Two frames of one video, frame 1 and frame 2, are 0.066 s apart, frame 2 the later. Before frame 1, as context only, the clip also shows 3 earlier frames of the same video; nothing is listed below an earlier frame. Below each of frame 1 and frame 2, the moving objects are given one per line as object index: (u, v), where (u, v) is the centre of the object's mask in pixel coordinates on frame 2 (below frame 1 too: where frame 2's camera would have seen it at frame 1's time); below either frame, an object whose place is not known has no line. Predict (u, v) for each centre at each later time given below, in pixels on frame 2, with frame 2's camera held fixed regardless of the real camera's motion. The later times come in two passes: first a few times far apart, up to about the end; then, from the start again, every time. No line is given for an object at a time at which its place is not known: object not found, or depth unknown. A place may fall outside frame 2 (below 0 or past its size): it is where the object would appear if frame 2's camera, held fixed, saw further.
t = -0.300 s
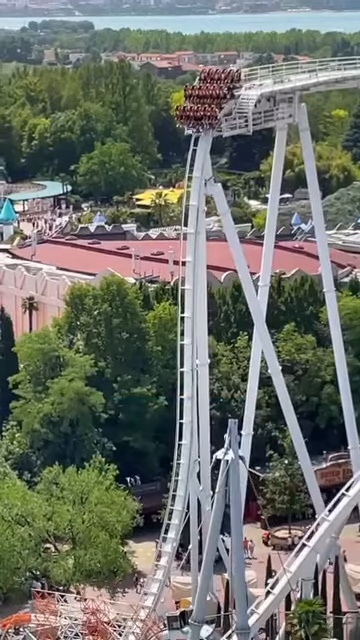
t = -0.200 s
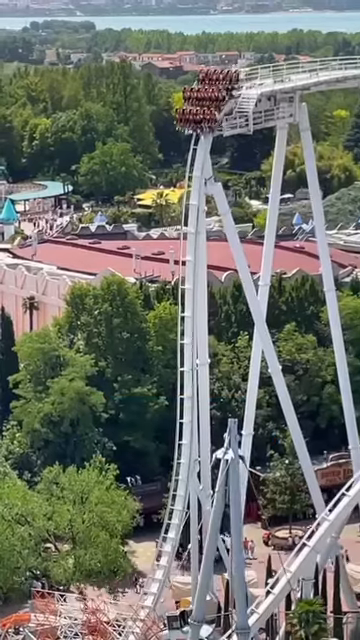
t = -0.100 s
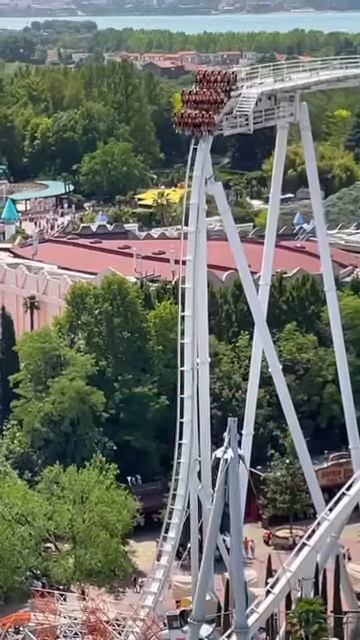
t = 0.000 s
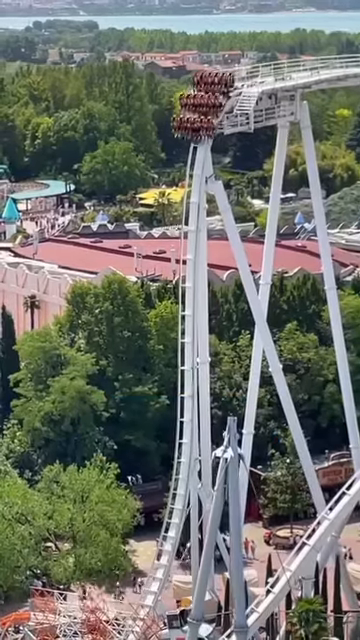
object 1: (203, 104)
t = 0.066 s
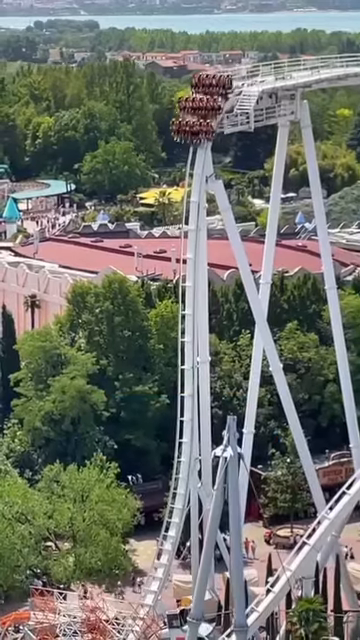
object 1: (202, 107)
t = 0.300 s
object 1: (196, 123)
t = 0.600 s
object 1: (188, 156)
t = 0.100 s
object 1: (201, 109)
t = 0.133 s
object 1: (200, 111)
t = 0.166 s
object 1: (199, 113)
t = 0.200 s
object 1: (199, 116)
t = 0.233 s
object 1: (197, 119)
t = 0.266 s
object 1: (197, 121)
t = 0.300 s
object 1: (196, 123)
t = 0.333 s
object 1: (195, 126)
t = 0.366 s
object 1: (194, 129)
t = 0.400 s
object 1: (193, 133)
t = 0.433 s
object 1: (192, 136)
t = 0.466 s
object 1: (192, 140)
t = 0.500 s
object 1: (191, 144)
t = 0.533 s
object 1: (190, 148)
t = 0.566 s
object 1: (189, 152)
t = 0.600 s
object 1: (188, 156)
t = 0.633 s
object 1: (187, 160)
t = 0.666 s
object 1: (186, 165)
